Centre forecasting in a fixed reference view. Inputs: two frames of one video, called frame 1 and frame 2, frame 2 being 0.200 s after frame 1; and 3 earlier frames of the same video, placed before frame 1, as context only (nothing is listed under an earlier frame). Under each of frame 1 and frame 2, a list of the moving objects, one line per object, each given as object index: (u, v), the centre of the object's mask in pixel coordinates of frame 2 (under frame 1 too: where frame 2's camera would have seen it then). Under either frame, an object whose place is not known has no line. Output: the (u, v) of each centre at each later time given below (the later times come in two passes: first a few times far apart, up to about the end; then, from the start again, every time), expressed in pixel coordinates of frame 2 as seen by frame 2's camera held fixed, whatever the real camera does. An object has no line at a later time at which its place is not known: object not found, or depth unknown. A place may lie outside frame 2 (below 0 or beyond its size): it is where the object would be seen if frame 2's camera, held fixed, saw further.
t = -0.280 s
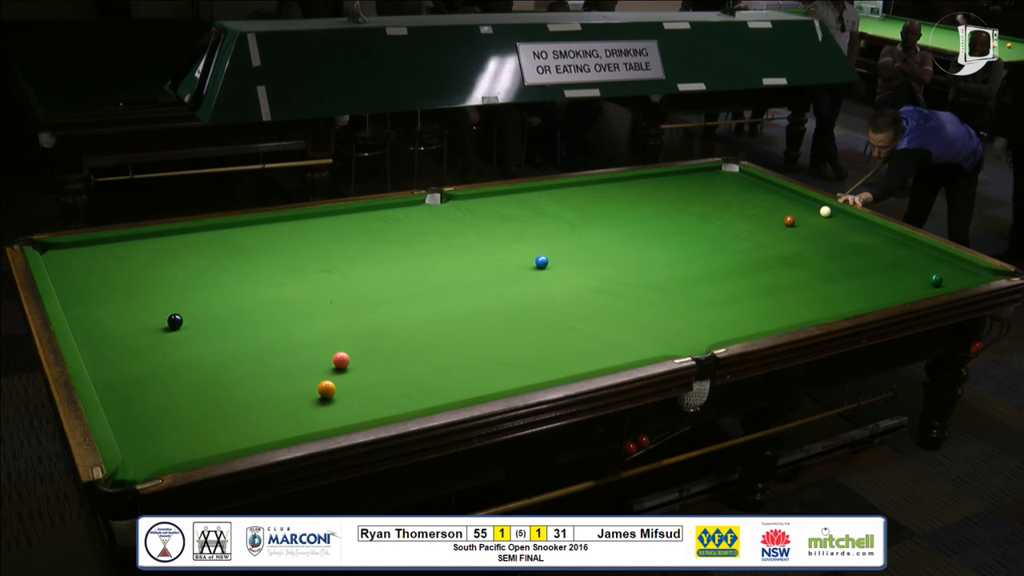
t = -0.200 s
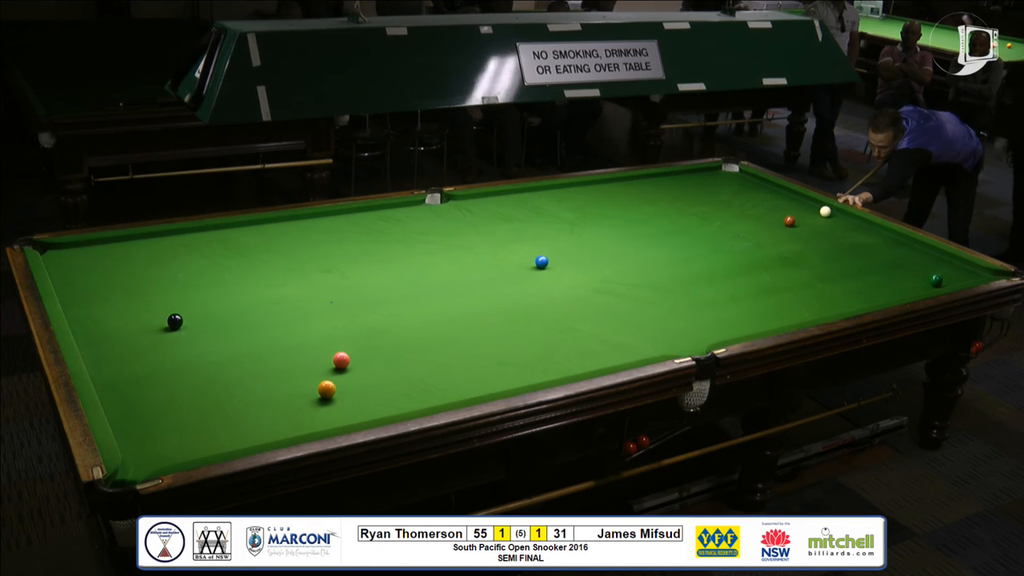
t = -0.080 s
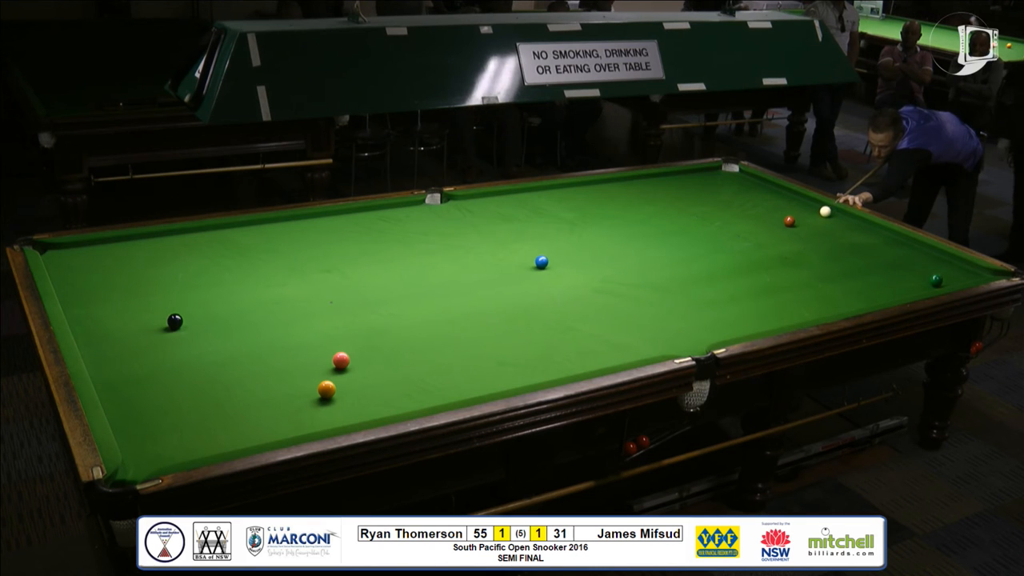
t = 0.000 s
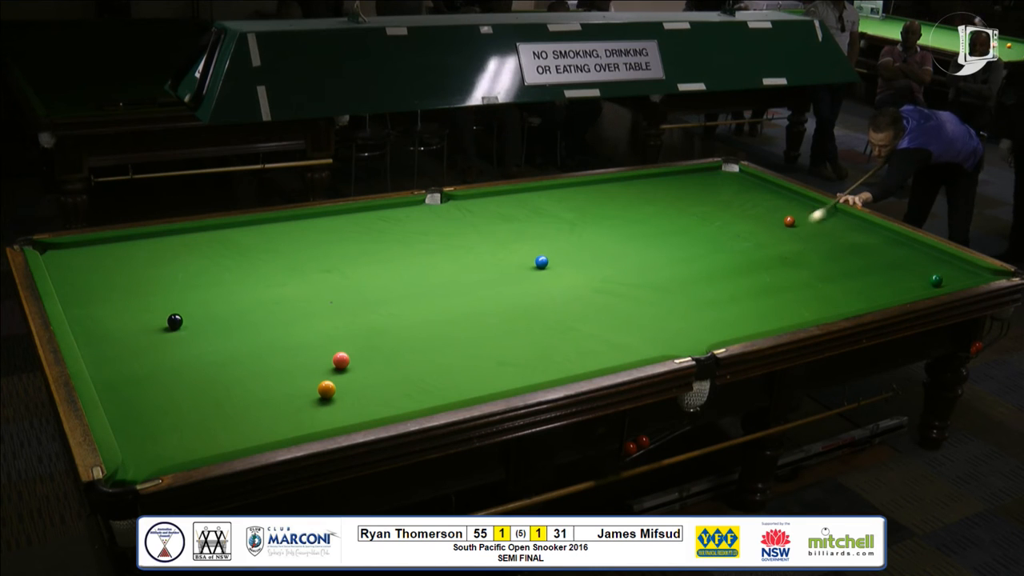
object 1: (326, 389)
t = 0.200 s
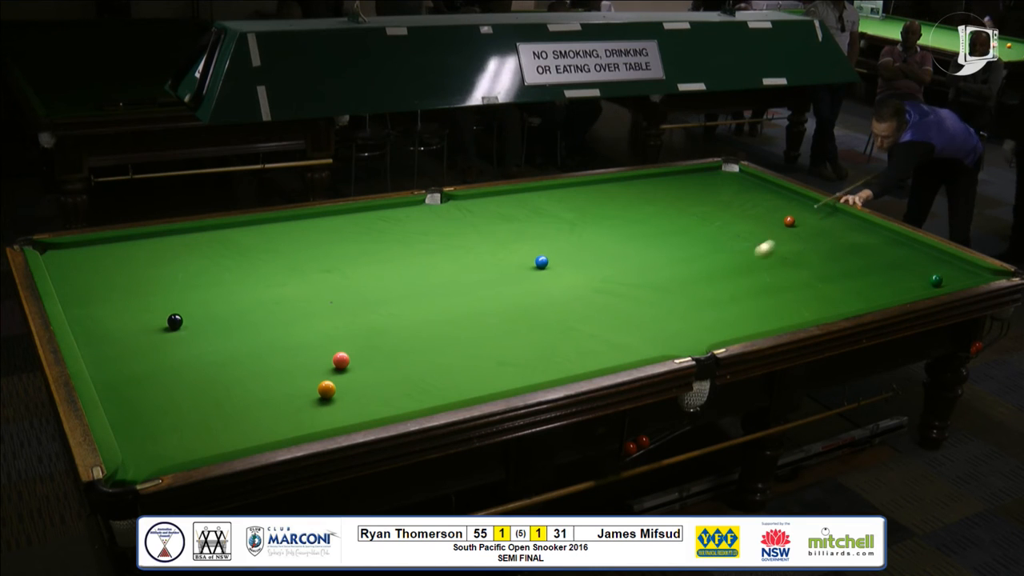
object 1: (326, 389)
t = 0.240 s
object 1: (326, 389)
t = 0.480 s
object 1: (326, 389)
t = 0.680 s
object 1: (326, 389)
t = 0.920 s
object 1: (326, 389)
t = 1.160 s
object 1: (213, 386)
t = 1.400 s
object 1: (109, 381)
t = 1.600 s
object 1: (163, 359)
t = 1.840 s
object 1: (216, 337)
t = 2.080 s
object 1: (262, 318)
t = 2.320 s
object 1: (303, 300)
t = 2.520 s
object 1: (334, 286)
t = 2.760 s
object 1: (368, 272)
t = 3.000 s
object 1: (398, 259)
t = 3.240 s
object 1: (425, 247)
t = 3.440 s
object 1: (445, 238)
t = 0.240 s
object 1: (326, 389)
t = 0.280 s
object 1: (326, 389)
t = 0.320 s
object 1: (326, 389)
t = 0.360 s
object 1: (326, 389)
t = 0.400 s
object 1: (326, 389)
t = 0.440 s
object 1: (326, 389)
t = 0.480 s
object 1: (326, 389)
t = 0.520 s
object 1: (326, 389)
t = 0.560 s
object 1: (326, 389)
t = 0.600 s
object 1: (326, 389)
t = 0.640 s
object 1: (326, 389)
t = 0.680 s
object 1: (326, 389)
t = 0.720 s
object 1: (326, 389)
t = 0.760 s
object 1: (326, 389)
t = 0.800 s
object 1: (326, 389)
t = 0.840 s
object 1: (326, 389)
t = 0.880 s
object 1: (326, 389)
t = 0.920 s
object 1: (326, 389)
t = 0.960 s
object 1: (326, 389)
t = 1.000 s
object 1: (318, 387)
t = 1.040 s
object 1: (291, 386)
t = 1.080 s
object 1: (264, 386)
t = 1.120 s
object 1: (237, 386)
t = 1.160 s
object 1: (213, 386)
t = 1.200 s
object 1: (190, 385)
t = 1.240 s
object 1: (168, 385)
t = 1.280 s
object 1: (148, 385)
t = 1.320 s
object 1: (128, 385)
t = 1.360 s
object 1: (109, 385)
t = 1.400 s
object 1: (109, 381)
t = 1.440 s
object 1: (122, 377)
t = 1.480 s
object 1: (134, 372)
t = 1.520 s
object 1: (145, 368)
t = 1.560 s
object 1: (154, 364)
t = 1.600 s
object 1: (163, 359)
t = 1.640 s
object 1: (172, 356)
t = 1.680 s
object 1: (181, 352)
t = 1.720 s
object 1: (190, 348)
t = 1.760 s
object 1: (199, 345)
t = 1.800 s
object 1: (207, 341)
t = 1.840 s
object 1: (216, 337)
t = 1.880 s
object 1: (224, 334)
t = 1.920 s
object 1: (231, 331)
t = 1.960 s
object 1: (239, 327)
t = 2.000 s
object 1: (247, 324)
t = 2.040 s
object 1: (254, 321)
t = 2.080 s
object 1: (262, 318)
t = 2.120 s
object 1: (269, 315)
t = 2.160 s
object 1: (276, 311)
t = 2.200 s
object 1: (283, 308)
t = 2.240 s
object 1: (290, 306)
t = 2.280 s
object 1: (297, 303)
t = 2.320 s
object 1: (303, 300)
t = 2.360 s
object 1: (309, 297)
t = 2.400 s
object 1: (315, 294)
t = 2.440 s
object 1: (322, 292)
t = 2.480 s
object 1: (328, 289)
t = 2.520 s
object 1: (334, 286)
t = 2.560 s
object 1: (340, 284)
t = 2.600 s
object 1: (345, 282)
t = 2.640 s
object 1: (351, 279)
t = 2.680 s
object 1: (357, 277)
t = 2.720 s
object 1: (362, 274)
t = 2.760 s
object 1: (368, 272)
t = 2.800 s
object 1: (372, 270)
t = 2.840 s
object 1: (378, 267)
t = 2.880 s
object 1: (383, 265)
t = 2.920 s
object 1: (388, 263)
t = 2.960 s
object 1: (393, 261)
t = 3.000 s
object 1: (398, 259)
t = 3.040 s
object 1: (402, 257)
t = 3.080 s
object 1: (407, 255)
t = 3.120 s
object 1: (412, 253)
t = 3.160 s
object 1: (416, 251)
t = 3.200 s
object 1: (421, 249)
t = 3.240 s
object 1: (425, 247)
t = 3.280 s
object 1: (429, 245)
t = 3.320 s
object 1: (433, 243)
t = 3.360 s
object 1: (437, 241)
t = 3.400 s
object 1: (442, 240)
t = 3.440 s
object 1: (445, 238)
